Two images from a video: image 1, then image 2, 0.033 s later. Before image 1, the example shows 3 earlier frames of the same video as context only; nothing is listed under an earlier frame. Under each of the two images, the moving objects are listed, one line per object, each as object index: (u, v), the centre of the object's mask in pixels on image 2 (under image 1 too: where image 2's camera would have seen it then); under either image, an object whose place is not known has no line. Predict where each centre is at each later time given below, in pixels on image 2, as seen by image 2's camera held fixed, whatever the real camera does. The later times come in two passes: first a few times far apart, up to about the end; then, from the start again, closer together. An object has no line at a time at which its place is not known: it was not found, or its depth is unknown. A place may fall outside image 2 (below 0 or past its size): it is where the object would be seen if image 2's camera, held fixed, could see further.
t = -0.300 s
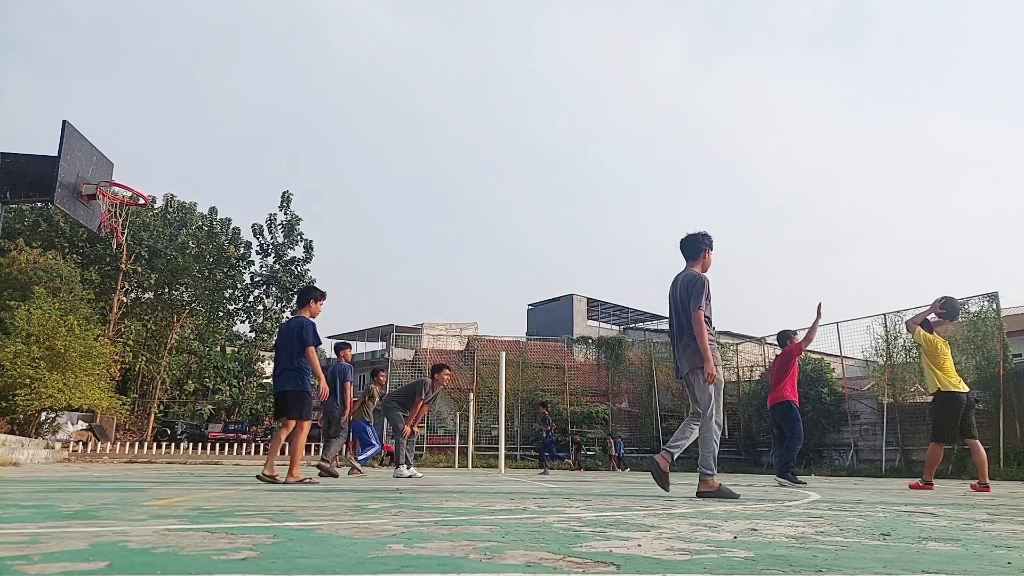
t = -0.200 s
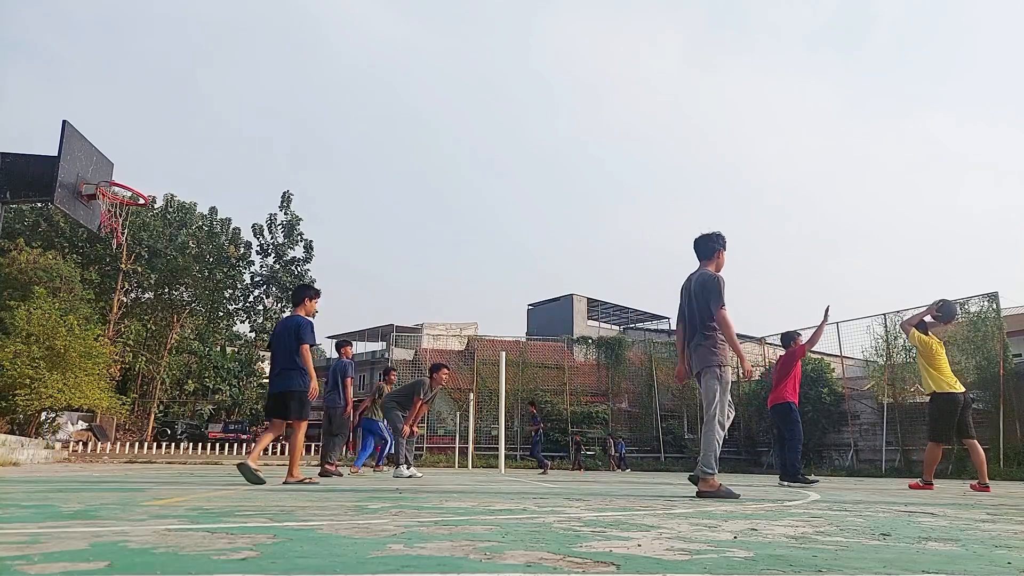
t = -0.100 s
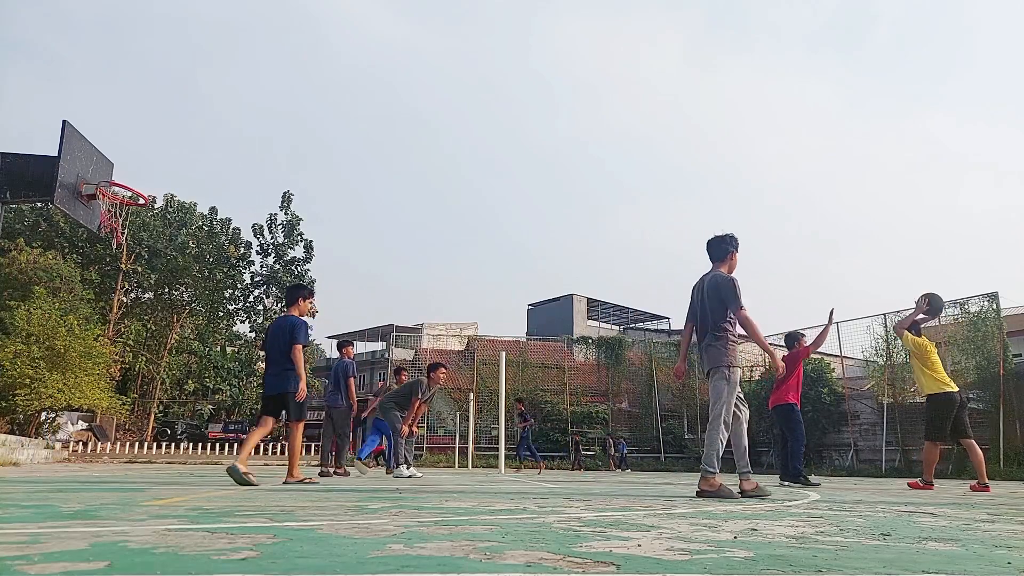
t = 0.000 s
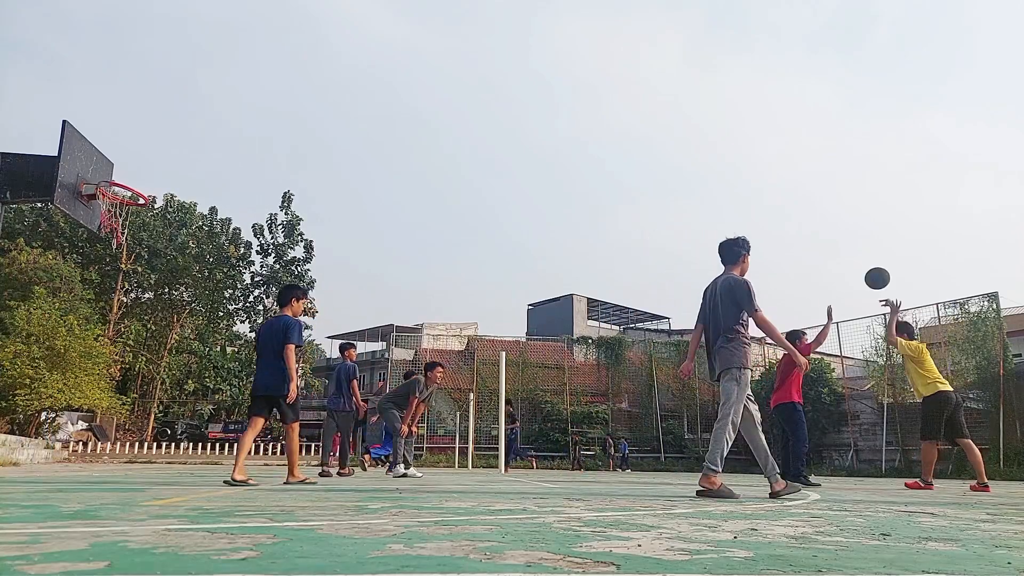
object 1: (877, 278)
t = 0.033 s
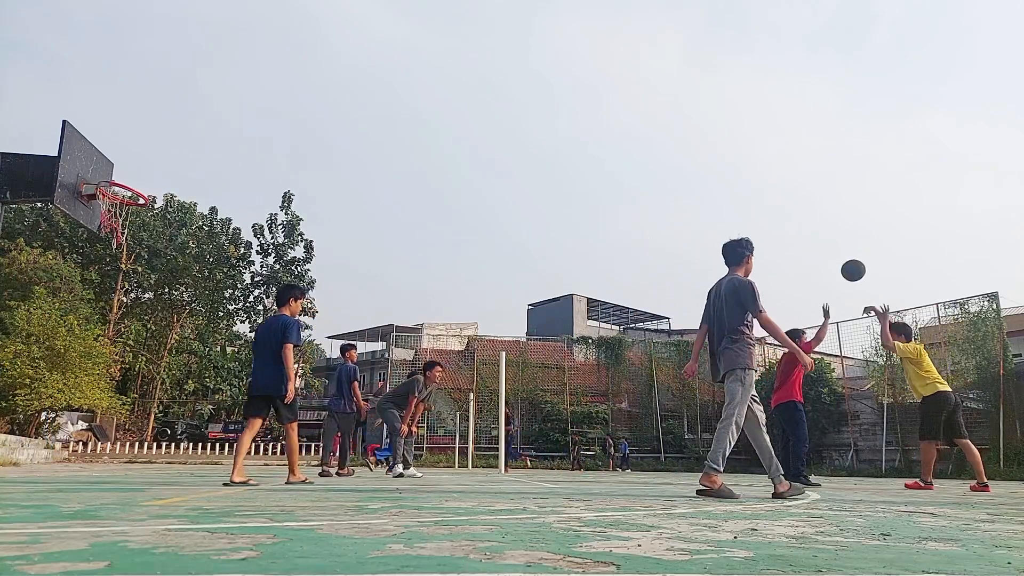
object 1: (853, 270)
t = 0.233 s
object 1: (728, 246)
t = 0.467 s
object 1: (613, 258)
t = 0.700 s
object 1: (520, 302)
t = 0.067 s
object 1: (830, 264)
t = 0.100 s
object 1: (808, 258)
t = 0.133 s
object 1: (787, 254)
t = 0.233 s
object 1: (728, 246)
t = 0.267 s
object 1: (710, 246)
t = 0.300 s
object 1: (693, 246)
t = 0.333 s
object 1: (676, 247)
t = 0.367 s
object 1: (660, 249)
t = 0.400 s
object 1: (644, 252)
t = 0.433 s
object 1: (628, 255)
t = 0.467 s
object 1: (613, 258)
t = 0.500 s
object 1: (599, 263)
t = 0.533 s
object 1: (585, 268)
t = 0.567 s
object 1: (571, 274)
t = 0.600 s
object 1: (558, 280)
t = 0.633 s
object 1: (545, 287)
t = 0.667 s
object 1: (533, 294)
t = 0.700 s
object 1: (520, 302)
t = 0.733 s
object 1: (508, 311)
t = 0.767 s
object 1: (496, 320)
